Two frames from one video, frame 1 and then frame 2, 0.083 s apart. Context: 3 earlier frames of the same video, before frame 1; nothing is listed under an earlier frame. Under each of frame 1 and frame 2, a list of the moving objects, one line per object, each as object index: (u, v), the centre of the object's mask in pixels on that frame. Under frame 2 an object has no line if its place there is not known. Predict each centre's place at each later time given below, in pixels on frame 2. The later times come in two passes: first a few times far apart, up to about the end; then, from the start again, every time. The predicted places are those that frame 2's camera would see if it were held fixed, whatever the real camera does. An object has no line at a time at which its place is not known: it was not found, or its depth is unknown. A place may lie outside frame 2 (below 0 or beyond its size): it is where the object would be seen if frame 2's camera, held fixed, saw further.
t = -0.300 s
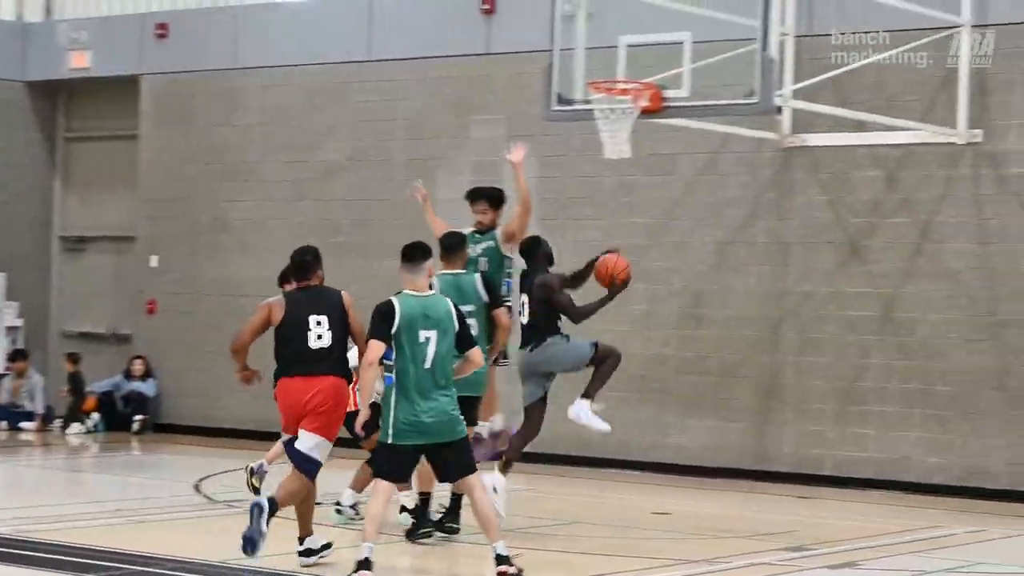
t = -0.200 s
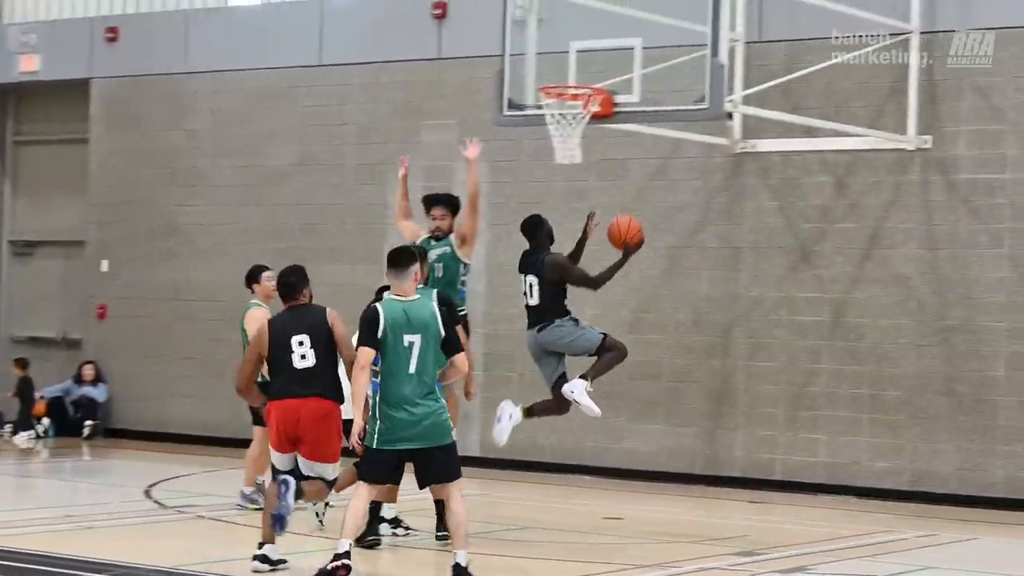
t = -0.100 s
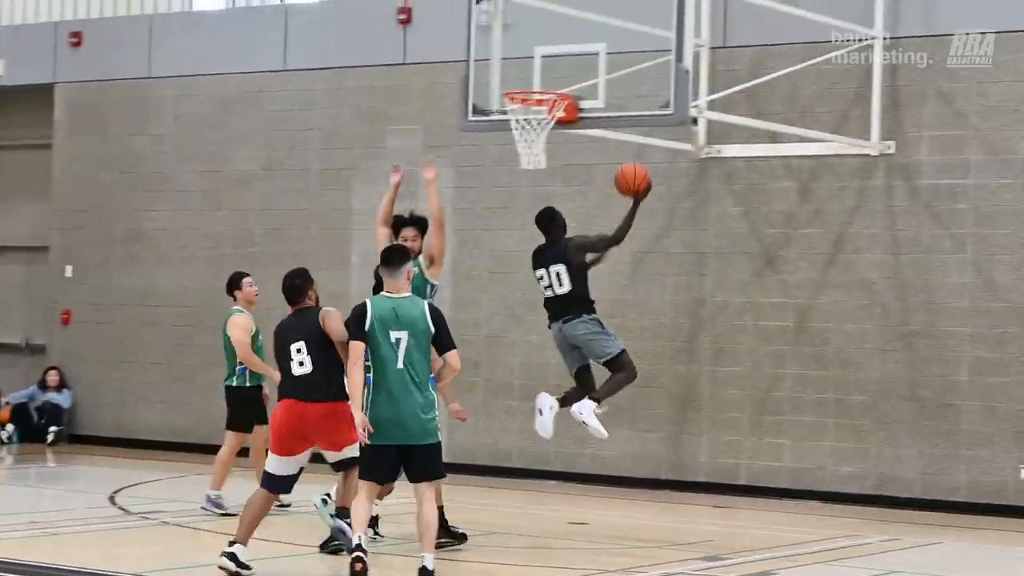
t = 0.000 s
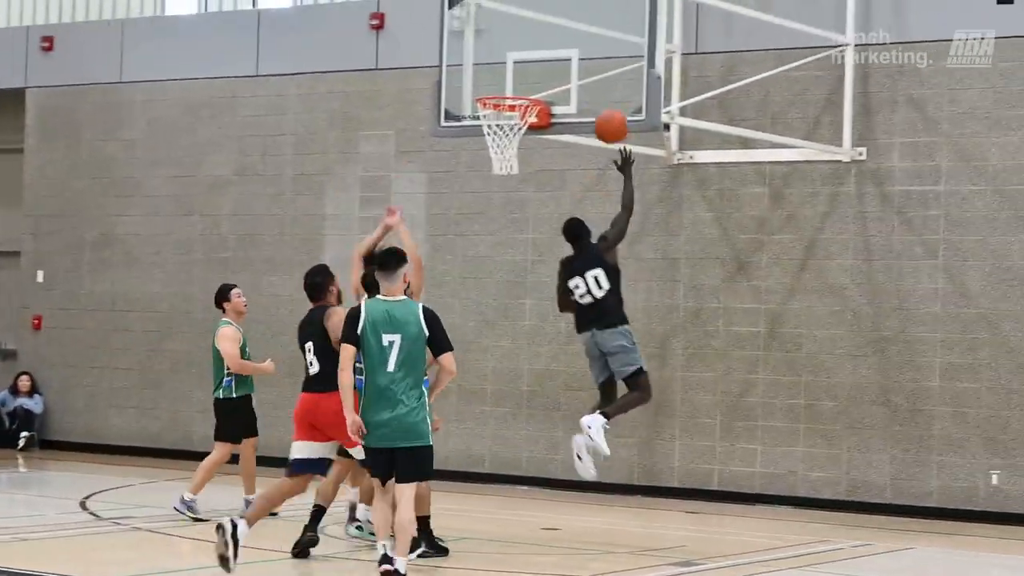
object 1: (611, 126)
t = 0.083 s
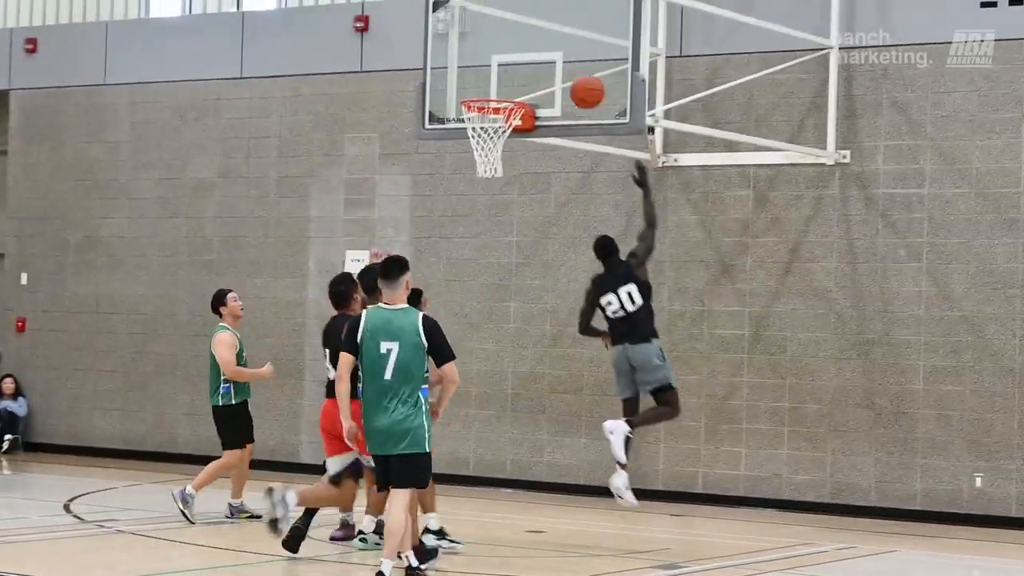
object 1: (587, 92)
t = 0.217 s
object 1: (575, 52)
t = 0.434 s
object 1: (531, 41)
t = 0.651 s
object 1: (486, 85)
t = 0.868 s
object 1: (502, 94)
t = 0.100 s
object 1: (585, 85)
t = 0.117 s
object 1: (584, 79)
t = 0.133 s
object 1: (582, 73)
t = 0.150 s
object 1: (581, 69)
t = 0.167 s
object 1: (579, 64)
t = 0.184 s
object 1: (579, 59)
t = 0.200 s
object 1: (577, 56)
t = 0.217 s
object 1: (575, 52)
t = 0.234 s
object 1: (573, 50)
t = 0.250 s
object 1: (572, 47)
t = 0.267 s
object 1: (570, 44)
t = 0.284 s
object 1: (568, 43)
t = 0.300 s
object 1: (563, 41)
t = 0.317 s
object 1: (559, 39)
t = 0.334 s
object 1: (556, 39)
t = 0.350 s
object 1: (552, 38)
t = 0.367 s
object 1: (548, 38)
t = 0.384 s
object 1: (544, 38)
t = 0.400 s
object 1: (540, 39)
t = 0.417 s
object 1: (535, 40)
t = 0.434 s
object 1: (531, 41)
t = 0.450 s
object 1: (527, 43)
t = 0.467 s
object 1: (523, 45)
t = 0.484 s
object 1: (519, 48)
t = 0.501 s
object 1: (516, 51)
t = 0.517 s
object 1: (512, 54)
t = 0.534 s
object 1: (509, 58)
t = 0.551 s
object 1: (504, 62)
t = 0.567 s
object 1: (500, 66)
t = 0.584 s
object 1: (496, 71)
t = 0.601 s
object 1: (492, 77)
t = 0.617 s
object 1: (487, 82)
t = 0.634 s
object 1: (484, 86)
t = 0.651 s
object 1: (486, 85)
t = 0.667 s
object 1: (487, 84)
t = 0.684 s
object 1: (488, 84)
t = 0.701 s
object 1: (490, 83)
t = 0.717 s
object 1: (491, 83)
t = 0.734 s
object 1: (492, 84)
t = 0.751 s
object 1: (493, 84)
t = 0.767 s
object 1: (495, 86)
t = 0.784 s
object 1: (496, 86)
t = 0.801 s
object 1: (497, 88)
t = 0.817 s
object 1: (498, 89)
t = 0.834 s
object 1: (499, 91)
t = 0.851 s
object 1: (501, 92)
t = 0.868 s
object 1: (502, 94)
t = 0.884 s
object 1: (502, 94)
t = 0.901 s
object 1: (501, 94)
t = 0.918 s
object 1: (500, 94)
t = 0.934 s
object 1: (500, 94)
